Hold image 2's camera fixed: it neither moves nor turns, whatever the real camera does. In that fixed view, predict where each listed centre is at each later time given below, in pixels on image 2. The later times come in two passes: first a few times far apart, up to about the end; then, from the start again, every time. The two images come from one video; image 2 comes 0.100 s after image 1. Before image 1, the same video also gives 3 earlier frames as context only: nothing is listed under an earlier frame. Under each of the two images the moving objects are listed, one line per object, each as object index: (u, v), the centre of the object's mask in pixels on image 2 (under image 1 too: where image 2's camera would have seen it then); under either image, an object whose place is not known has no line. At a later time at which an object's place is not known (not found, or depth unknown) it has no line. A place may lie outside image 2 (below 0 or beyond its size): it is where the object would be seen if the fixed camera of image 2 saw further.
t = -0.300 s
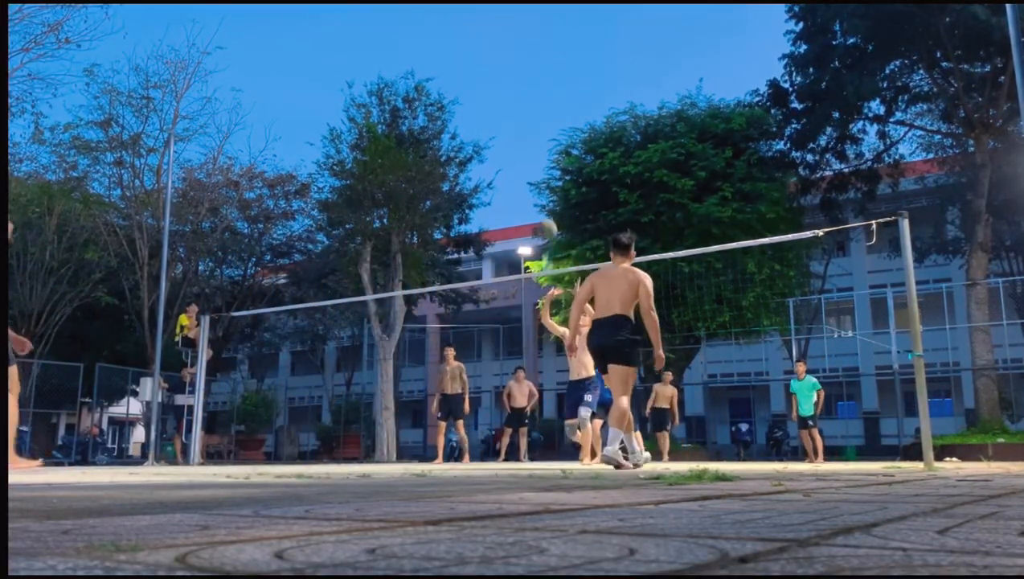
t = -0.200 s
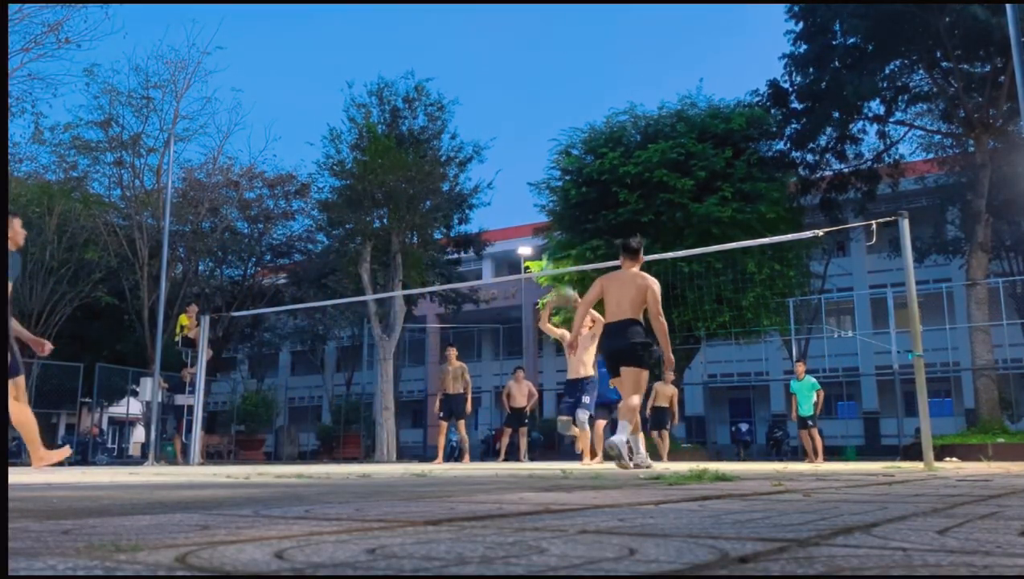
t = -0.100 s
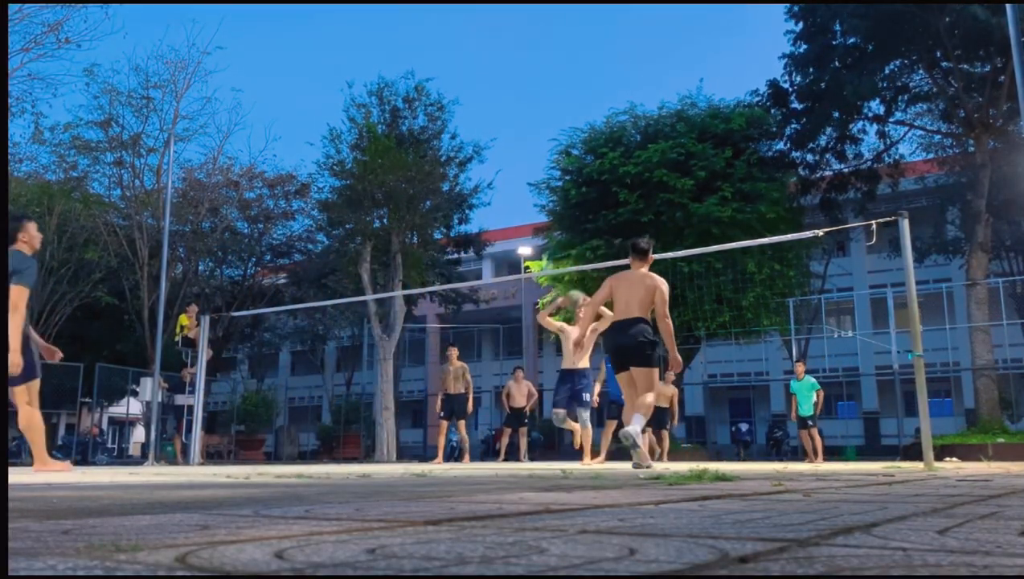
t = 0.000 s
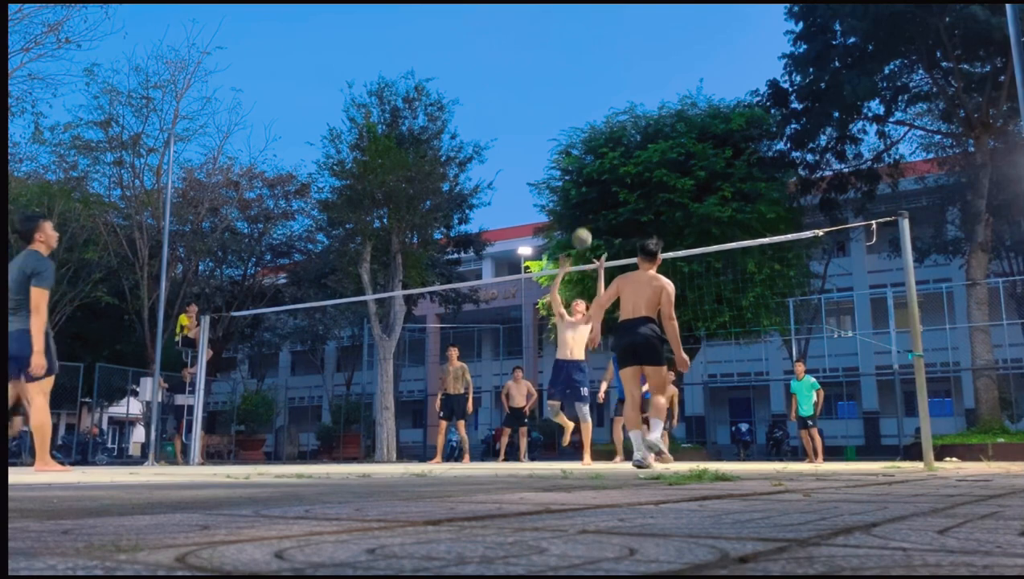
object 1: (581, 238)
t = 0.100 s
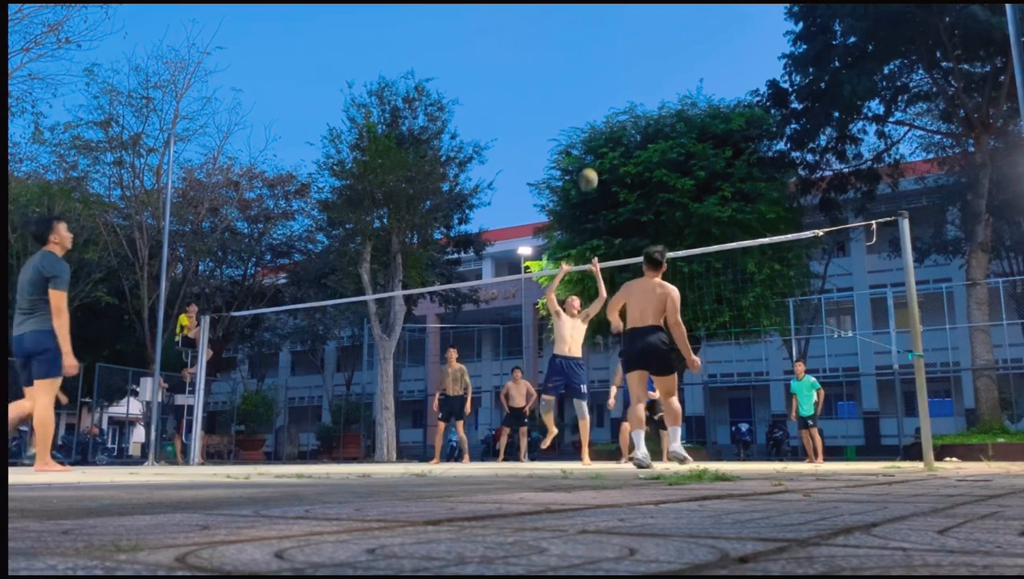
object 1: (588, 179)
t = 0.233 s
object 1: (595, 116)
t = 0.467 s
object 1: (609, 45)
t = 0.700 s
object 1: (624, 21)
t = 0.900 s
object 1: (638, 38)
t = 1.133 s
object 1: (655, 105)
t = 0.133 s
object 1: (590, 162)
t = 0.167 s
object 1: (593, 145)
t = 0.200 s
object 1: (594, 130)
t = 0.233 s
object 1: (595, 116)
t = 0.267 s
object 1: (597, 102)
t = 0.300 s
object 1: (599, 90)
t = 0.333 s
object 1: (602, 79)
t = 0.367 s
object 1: (603, 69)
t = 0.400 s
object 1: (605, 60)
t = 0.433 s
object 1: (607, 52)
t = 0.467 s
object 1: (609, 45)
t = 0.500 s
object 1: (612, 39)
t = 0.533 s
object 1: (613, 33)
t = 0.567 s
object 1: (615, 29)
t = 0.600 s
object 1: (618, 25)
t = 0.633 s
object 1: (620, 23)
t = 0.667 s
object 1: (622, 21)
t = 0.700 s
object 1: (624, 21)
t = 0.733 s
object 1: (626, 22)
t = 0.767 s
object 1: (629, 23)
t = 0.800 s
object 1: (631, 25)
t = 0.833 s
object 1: (633, 29)
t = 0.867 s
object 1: (635, 33)
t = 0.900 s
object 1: (638, 38)
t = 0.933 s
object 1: (640, 44)
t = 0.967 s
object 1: (643, 51)
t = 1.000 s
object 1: (645, 60)
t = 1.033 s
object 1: (648, 69)
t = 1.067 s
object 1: (650, 80)
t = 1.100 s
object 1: (653, 92)
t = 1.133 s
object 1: (655, 105)
